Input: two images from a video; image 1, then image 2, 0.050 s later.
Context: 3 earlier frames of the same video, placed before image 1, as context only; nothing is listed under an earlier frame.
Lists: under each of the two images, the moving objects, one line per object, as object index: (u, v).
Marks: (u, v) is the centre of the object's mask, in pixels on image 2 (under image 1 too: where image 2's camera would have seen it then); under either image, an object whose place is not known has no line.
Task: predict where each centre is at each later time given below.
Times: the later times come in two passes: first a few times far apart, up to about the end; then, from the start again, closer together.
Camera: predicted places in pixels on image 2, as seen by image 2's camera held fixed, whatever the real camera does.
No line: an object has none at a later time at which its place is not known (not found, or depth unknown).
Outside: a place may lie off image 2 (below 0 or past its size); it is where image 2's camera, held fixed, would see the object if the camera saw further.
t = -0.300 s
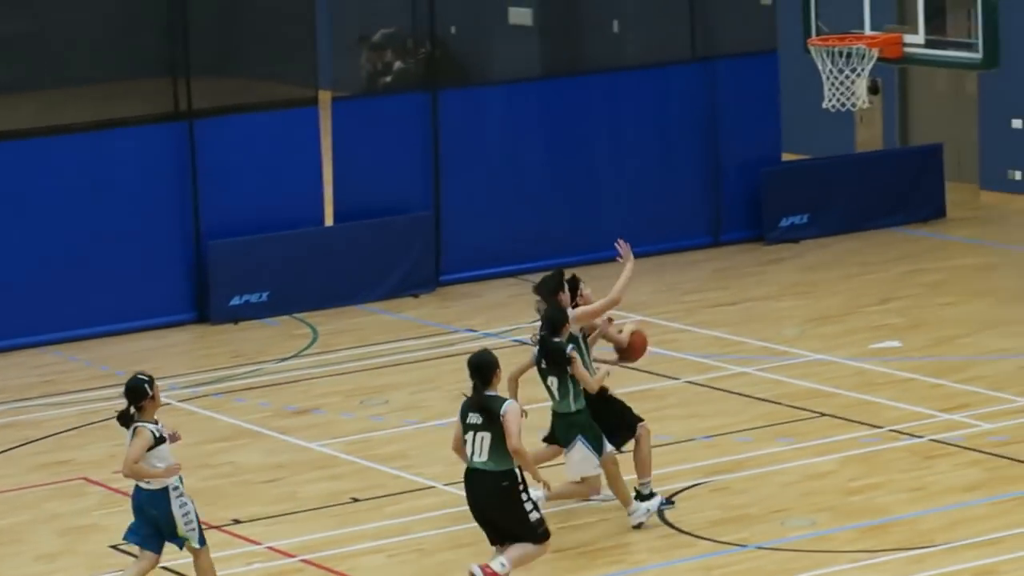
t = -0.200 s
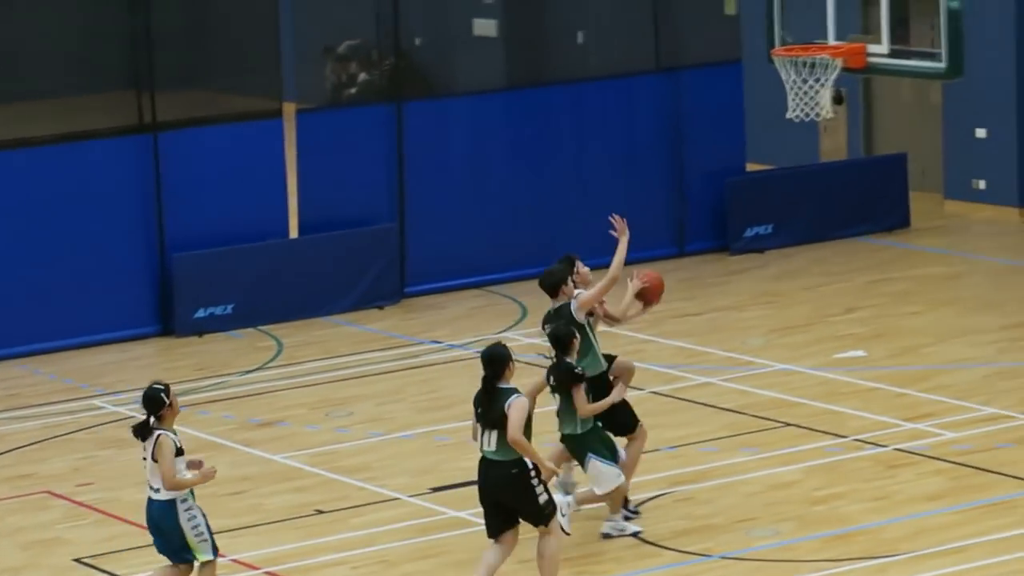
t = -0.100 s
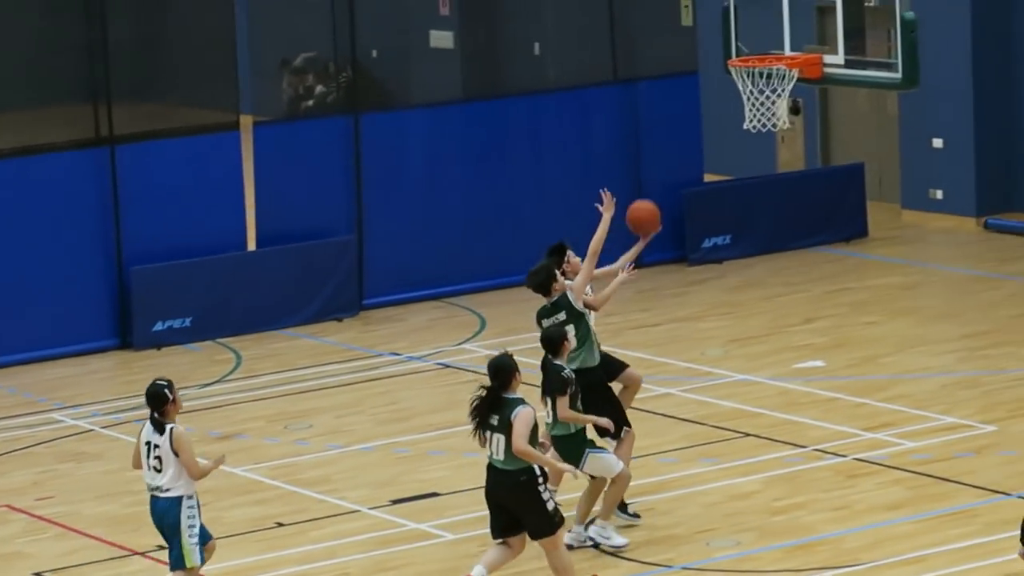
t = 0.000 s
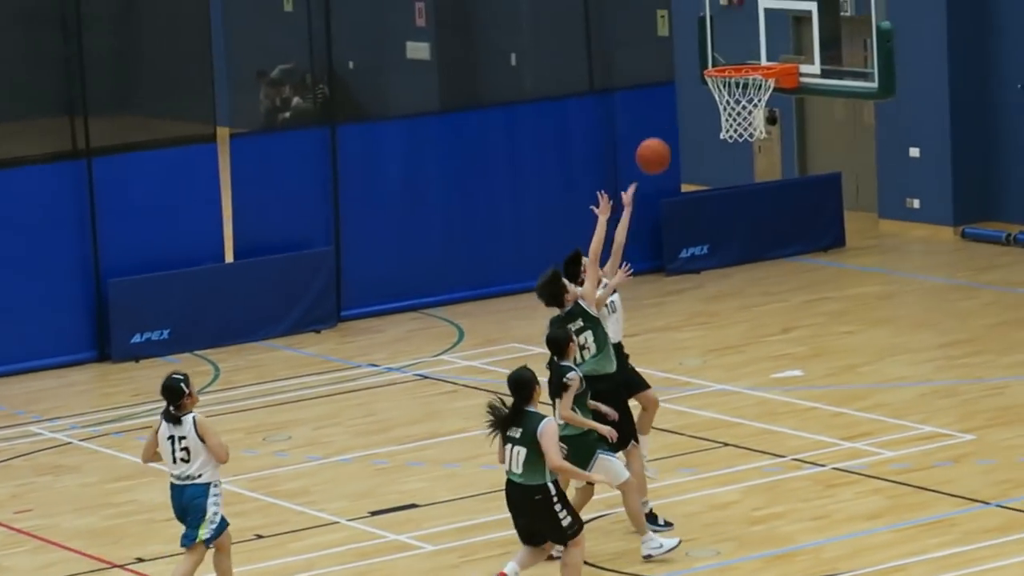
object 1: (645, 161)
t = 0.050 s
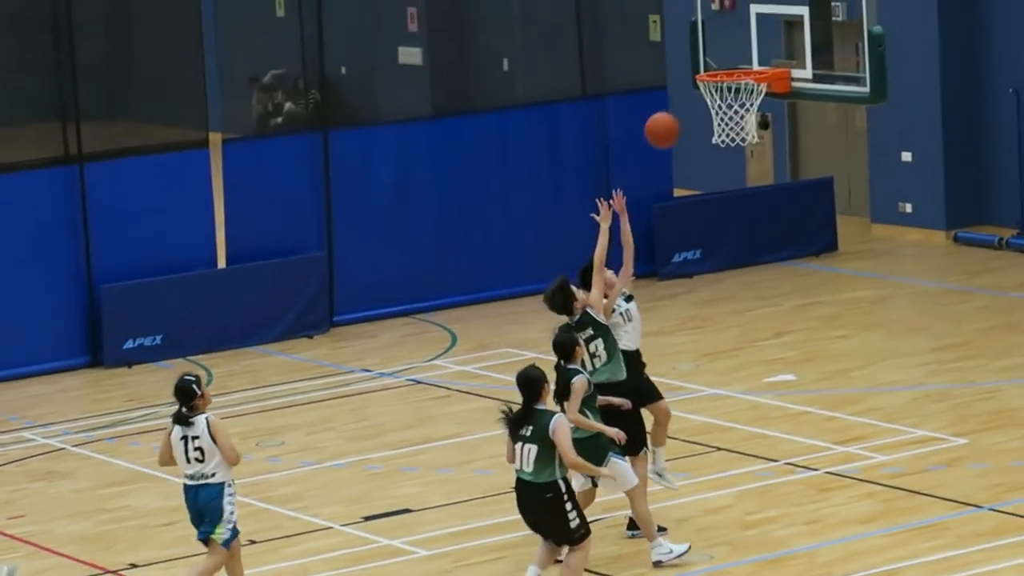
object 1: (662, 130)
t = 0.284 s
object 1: (740, 34)
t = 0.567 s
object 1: (722, 59)
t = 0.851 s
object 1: (750, 128)
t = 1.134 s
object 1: (769, 228)
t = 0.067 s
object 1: (667, 121)
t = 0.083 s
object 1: (673, 112)
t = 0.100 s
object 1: (679, 103)
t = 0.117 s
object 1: (680, 95)
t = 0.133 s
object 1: (686, 87)
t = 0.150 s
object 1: (690, 78)
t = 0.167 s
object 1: (698, 69)
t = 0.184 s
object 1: (706, 61)
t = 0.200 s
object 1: (712, 57)
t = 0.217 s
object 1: (718, 53)
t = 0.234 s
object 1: (724, 47)
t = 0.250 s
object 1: (729, 42)
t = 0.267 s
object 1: (735, 38)
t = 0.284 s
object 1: (740, 34)
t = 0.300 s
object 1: (740, 32)
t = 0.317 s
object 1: (739, 30)
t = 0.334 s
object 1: (737, 29)
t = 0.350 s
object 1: (736, 29)
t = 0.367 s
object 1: (735, 28)
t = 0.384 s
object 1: (736, 29)
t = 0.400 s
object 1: (734, 29)
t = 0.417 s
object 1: (733, 30)
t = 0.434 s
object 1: (732, 33)
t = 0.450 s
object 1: (729, 35)
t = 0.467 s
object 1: (728, 37)
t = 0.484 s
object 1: (727, 40)
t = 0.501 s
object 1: (727, 43)
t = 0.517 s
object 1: (725, 47)
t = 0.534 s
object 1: (725, 51)
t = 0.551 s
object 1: (724, 55)
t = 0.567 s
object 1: (722, 59)
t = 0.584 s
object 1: (722, 63)
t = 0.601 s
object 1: (720, 66)
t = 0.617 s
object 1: (721, 68)
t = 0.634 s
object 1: (724, 69)
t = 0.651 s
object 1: (726, 81)
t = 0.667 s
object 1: (729, 85)
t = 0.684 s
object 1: (731, 92)
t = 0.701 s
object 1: (734, 94)
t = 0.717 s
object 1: (737, 96)
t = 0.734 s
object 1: (738, 101)
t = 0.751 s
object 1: (737, 103)
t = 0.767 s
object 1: (743, 110)
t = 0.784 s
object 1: (745, 113)
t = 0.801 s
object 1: (747, 116)
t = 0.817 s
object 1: (748, 118)
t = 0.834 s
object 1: (749, 129)
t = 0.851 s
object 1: (750, 128)
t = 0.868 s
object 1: (751, 128)
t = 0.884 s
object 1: (752, 130)
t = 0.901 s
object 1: (753, 132)
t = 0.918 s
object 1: (754, 136)
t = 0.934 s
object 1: (754, 141)
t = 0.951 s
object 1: (755, 146)
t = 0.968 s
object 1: (756, 151)
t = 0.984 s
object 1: (757, 158)
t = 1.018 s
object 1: (759, 172)
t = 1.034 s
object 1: (761, 178)
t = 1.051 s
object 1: (762, 186)
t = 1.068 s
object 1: (763, 193)
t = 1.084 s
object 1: (764, 201)
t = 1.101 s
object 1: (766, 210)
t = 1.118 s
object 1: (767, 218)
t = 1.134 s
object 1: (769, 228)
